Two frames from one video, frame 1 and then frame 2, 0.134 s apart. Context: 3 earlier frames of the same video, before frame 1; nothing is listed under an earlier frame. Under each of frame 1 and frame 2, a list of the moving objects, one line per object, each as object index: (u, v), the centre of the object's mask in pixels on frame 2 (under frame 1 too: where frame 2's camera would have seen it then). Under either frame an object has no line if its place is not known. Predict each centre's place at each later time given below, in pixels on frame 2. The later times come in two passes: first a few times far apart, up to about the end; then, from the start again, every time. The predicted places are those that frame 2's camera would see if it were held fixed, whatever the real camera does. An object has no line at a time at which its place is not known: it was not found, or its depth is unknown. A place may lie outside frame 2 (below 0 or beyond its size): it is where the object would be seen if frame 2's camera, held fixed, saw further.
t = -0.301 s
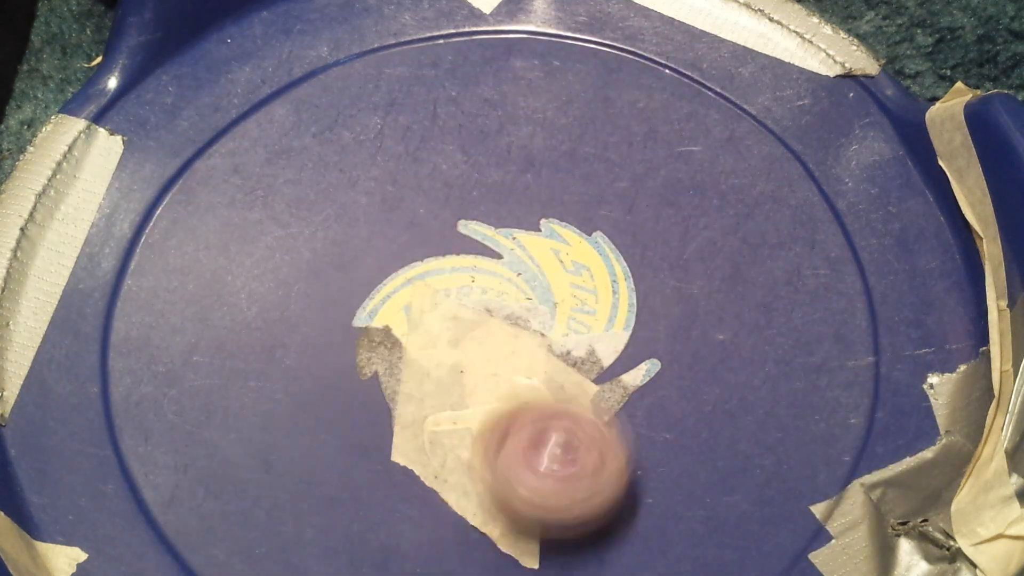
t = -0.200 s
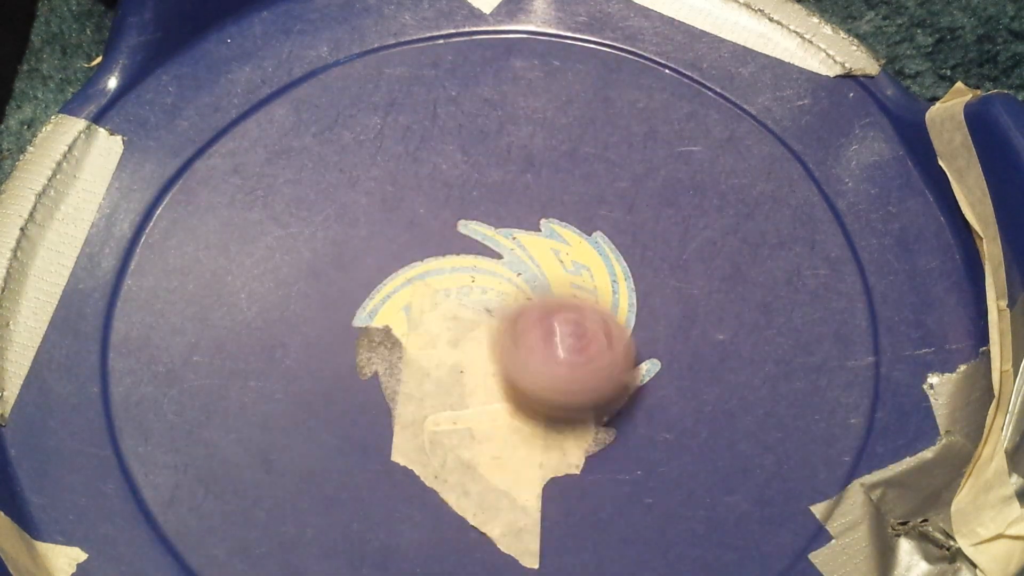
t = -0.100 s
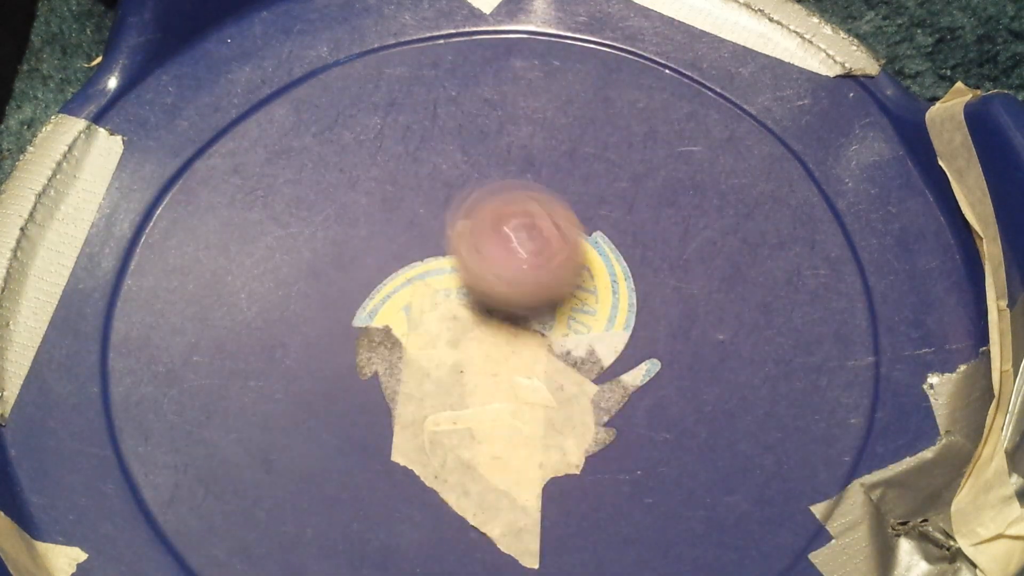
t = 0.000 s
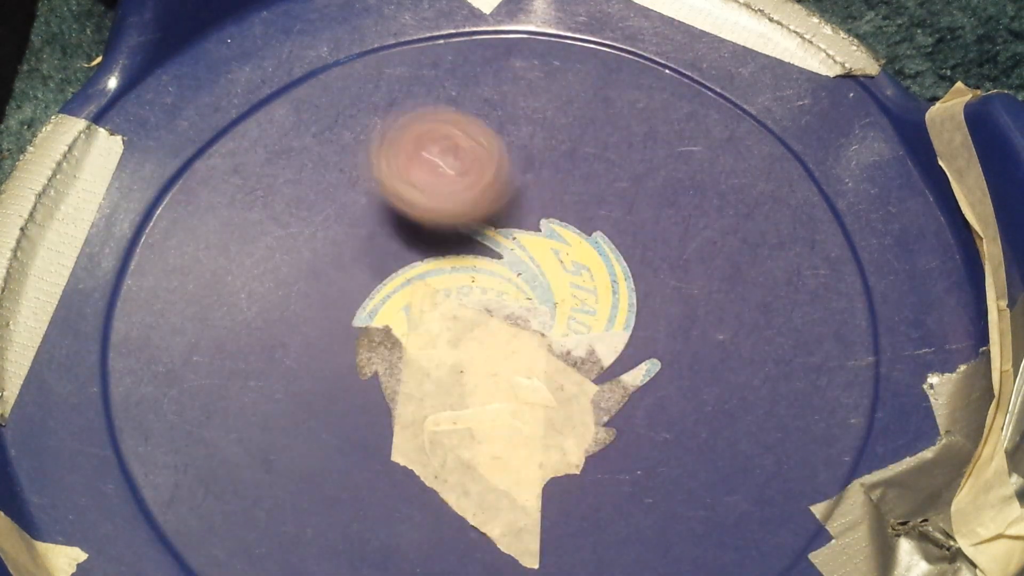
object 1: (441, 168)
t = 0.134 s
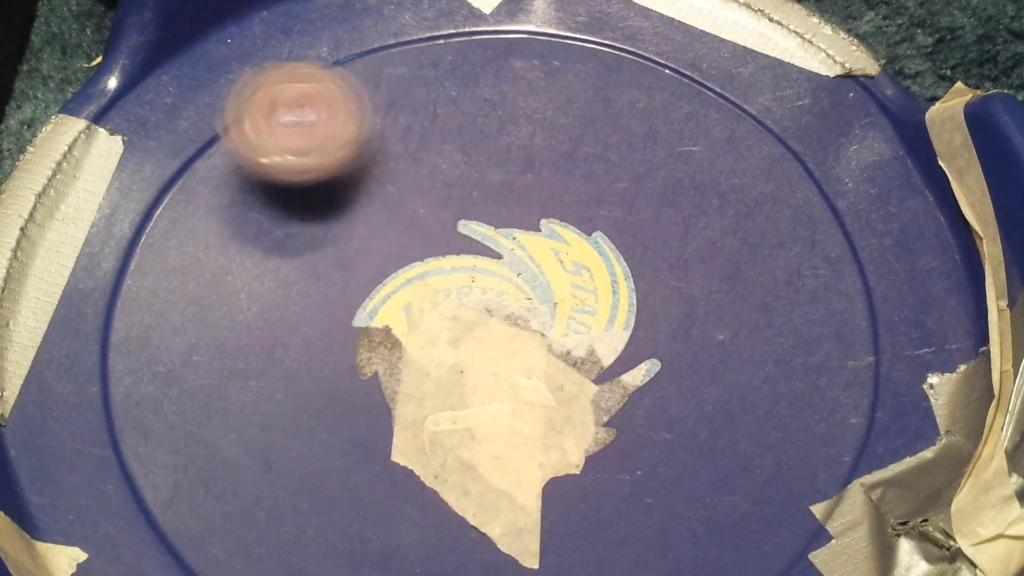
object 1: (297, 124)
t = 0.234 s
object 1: (207, 174)
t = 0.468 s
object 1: (379, 374)
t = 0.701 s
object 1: (654, 291)
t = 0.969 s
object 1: (639, 97)
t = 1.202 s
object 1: (439, 250)
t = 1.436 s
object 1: (527, 488)
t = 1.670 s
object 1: (760, 460)
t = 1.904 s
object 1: (609, 282)
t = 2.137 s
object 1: (322, 278)
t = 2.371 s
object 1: (224, 474)
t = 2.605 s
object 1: (498, 439)
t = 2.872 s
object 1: (563, 201)
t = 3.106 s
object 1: (409, 100)
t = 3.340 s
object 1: (370, 307)
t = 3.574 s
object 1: (613, 406)
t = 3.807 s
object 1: (765, 285)
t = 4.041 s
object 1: (558, 220)
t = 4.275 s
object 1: (356, 367)
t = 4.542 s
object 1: (463, 529)
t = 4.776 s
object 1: (581, 369)
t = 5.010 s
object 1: (456, 193)
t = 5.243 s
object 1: (274, 229)
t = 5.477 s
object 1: (426, 377)
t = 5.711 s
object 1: (643, 291)
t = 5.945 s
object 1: (602, 161)
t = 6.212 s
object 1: (440, 315)
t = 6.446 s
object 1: (529, 466)
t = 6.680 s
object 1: (634, 390)
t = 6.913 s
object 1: (484, 273)
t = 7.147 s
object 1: (309, 301)
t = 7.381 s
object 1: (413, 401)
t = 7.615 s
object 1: (555, 285)
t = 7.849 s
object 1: (487, 166)
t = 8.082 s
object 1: (414, 296)
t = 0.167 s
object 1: (261, 130)
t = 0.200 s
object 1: (229, 146)
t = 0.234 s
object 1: (207, 174)
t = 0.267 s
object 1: (197, 203)
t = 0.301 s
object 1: (205, 243)
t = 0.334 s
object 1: (222, 275)
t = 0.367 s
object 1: (255, 313)
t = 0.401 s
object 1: (292, 339)
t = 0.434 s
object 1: (333, 361)
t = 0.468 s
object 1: (379, 374)
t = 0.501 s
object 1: (431, 379)
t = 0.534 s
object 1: (482, 375)
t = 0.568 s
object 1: (523, 366)
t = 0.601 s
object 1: (553, 355)
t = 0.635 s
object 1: (593, 338)
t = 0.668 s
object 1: (624, 317)
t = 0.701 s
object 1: (654, 291)
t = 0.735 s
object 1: (680, 265)
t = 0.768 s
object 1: (695, 243)
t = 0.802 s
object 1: (707, 213)
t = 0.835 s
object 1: (711, 182)
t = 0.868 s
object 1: (709, 153)
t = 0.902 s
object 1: (694, 128)
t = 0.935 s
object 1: (668, 107)
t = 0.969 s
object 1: (639, 97)
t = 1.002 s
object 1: (603, 96)
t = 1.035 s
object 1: (566, 105)
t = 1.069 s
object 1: (532, 123)
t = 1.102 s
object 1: (501, 148)
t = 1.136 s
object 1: (473, 179)
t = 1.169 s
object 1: (453, 211)
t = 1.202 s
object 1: (439, 250)
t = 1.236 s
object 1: (432, 291)
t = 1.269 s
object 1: (433, 332)
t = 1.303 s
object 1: (439, 374)
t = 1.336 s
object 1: (451, 408)
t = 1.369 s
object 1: (471, 433)
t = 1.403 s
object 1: (496, 462)
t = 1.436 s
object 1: (527, 488)
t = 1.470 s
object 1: (561, 507)
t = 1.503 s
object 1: (598, 517)
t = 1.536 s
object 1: (637, 519)
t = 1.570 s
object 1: (673, 518)
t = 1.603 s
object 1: (711, 510)
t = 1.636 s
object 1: (742, 491)
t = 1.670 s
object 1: (760, 460)
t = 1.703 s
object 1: (764, 427)
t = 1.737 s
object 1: (753, 394)
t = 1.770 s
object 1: (735, 362)
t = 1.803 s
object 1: (708, 335)
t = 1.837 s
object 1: (682, 314)
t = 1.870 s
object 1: (649, 296)
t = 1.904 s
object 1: (609, 282)
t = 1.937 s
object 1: (566, 269)
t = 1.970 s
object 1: (522, 261)
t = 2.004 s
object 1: (479, 257)
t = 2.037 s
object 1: (437, 256)
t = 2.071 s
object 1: (396, 260)
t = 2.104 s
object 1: (360, 266)
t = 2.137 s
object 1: (322, 278)
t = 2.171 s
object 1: (289, 295)
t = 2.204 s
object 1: (259, 317)
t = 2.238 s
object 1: (231, 344)
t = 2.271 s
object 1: (212, 375)
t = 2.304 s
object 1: (202, 408)
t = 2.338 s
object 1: (207, 446)
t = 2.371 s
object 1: (224, 474)
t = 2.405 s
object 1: (254, 495)
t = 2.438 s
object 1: (300, 503)
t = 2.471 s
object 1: (338, 505)
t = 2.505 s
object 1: (385, 498)
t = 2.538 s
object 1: (422, 485)
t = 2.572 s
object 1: (460, 465)
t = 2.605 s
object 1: (498, 439)
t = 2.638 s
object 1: (528, 406)
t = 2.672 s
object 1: (546, 377)
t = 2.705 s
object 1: (557, 352)
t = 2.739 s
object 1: (563, 328)
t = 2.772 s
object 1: (571, 295)
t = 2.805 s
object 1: (572, 261)
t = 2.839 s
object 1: (568, 230)
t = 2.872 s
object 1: (563, 201)
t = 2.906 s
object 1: (554, 173)
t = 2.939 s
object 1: (540, 149)
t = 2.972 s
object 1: (522, 127)
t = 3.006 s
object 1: (496, 110)
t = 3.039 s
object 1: (470, 100)
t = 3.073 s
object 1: (438, 96)
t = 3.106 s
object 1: (409, 100)
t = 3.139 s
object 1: (380, 115)
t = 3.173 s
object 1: (357, 136)
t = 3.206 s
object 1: (342, 169)
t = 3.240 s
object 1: (336, 203)
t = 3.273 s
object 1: (339, 236)
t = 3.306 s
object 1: (352, 276)
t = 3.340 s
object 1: (370, 307)
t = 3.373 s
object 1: (392, 337)
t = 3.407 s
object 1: (426, 365)
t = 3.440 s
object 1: (458, 386)
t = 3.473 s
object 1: (498, 397)
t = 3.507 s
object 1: (534, 405)
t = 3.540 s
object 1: (573, 408)
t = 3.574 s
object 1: (613, 406)
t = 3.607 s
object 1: (652, 401)
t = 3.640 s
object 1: (687, 393)
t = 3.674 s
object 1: (716, 380)
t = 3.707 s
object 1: (742, 362)
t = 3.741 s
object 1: (761, 338)
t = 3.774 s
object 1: (769, 314)
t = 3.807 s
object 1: (765, 285)
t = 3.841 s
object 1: (752, 259)
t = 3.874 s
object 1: (730, 240)
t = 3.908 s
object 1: (697, 224)
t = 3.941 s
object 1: (665, 214)
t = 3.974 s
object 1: (633, 211)
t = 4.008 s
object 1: (594, 213)
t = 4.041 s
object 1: (558, 220)
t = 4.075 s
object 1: (520, 231)
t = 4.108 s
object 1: (483, 247)
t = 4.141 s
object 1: (453, 266)
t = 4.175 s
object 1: (422, 287)
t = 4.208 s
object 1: (395, 312)
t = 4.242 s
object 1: (371, 337)
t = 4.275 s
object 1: (356, 367)
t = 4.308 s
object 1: (346, 398)
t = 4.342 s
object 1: (341, 427)
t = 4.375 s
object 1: (339, 462)
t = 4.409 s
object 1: (346, 489)
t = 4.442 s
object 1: (363, 512)
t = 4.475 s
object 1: (388, 524)
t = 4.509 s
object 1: (421, 529)
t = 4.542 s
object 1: (463, 529)
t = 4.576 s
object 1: (499, 524)
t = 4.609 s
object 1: (527, 511)
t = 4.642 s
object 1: (550, 490)
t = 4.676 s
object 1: (569, 462)
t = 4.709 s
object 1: (577, 432)
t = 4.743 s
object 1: (580, 398)
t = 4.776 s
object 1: (581, 369)
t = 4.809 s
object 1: (574, 340)
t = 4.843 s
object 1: (564, 313)
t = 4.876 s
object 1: (548, 283)
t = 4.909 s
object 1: (526, 254)
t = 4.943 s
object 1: (505, 232)
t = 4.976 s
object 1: (483, 210)
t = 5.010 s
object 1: (456, 193)
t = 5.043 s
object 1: (428, 181)
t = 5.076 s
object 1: (399, 173)
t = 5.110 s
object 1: (368, 169)
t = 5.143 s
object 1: (336, 173)
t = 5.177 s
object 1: (308, 184)
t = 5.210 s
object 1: (286, 202)
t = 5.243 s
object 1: (274, 229)
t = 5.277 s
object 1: (272, 258)
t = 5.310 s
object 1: (282, 286)
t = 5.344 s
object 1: (299, 314)
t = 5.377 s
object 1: (323, 336)
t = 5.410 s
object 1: (356, 355)
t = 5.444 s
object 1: (391, 370)
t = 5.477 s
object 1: (426, 377)
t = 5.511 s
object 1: (466, 377)
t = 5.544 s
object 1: (503, 369)
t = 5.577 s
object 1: (536, 362)
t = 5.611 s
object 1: (566, 350)
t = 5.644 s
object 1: (598, 333)
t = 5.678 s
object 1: (621, 313)
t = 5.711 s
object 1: (643, 291)
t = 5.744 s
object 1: (658, 269)
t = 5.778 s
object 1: (666, 247)
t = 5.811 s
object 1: (668, 225)
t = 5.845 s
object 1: (661, 202)
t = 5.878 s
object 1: (648, 181)
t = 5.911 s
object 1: (627, 167)
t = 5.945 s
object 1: (602, 161)
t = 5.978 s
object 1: (576, 162)
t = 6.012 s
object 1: (546, 169)
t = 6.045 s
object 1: (518, 184)
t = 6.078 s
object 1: (491, 203)
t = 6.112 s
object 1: (470, 225)
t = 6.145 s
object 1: (455, 254)
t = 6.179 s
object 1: (445, 284)
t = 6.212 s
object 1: (440, 315)
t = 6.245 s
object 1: (439, 349)
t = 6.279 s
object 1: (439, 376)
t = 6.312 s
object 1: (449, 403)
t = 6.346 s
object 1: (466, 424)
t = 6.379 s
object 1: (487, 441)
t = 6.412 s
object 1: (508, 455)
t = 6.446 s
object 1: (529, 466)
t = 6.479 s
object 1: (552, 475)
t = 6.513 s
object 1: (578, 475)
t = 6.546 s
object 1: (605, 468)
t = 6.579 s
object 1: (621, 455)
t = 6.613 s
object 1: (633, 435)
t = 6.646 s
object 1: (638, 412)
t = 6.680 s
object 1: (634, 390)
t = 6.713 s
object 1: (626, 367)
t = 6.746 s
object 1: (612, 346)
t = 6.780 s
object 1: (592, 325)
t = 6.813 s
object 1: (567, 309)
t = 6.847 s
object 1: (538, 296)
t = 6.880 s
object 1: (509, 283)
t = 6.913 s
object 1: (484, 273)
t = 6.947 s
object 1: (462, 267)
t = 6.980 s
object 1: (436, 263)
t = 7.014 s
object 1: (407, 262)
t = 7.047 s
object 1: (381, 264)
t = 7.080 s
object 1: (353, 271)
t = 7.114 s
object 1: (329, 283)
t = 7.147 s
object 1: (309, 301)
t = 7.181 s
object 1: (299, 322)
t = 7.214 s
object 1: (298, 344)
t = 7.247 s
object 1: (308, 365)
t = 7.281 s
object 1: (325, 383)
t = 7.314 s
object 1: (351, 396)
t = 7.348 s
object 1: (382, 403)
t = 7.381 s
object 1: (413, 401)
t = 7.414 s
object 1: (447, 398)
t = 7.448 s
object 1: (474, 386)
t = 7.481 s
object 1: (495, 368)
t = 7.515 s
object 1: (514, 350)
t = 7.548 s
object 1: (529, 331)
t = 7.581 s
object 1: (544, 310)
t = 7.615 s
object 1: (555, 285)
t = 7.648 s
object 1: (558, 261)
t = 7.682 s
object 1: (557, 238)
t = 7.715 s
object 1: (552, 216)
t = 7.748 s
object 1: (542, 197)
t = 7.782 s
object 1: (528, 181)
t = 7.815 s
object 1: (509, 170)
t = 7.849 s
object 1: (487, 166)
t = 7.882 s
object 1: (463, 170)
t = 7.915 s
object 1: (441, 181)
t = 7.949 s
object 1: (423, 199)
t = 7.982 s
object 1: (409, 221)
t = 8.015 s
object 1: (406, 246)
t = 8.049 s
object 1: (407, 272)
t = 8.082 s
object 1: (414, 296)
